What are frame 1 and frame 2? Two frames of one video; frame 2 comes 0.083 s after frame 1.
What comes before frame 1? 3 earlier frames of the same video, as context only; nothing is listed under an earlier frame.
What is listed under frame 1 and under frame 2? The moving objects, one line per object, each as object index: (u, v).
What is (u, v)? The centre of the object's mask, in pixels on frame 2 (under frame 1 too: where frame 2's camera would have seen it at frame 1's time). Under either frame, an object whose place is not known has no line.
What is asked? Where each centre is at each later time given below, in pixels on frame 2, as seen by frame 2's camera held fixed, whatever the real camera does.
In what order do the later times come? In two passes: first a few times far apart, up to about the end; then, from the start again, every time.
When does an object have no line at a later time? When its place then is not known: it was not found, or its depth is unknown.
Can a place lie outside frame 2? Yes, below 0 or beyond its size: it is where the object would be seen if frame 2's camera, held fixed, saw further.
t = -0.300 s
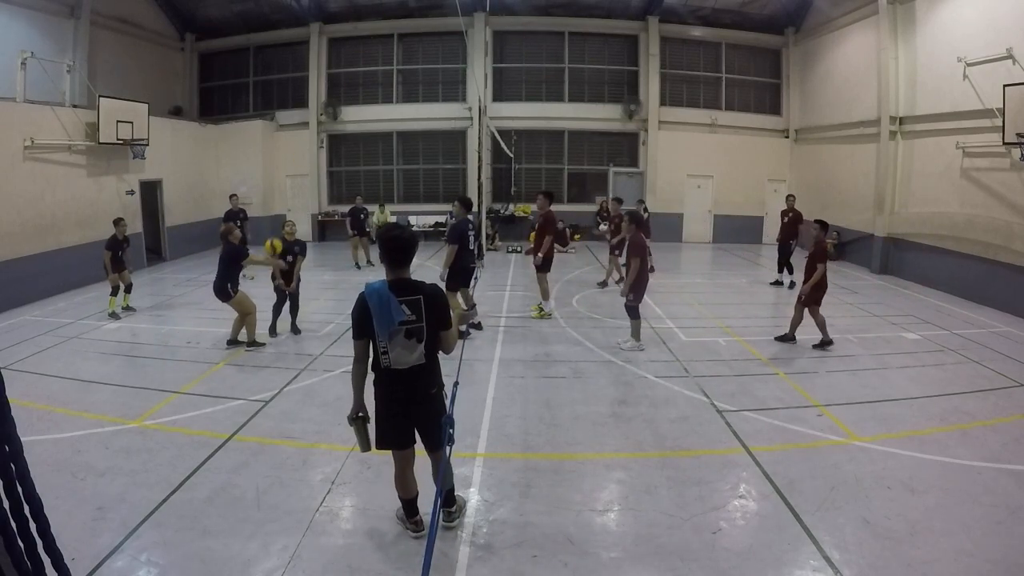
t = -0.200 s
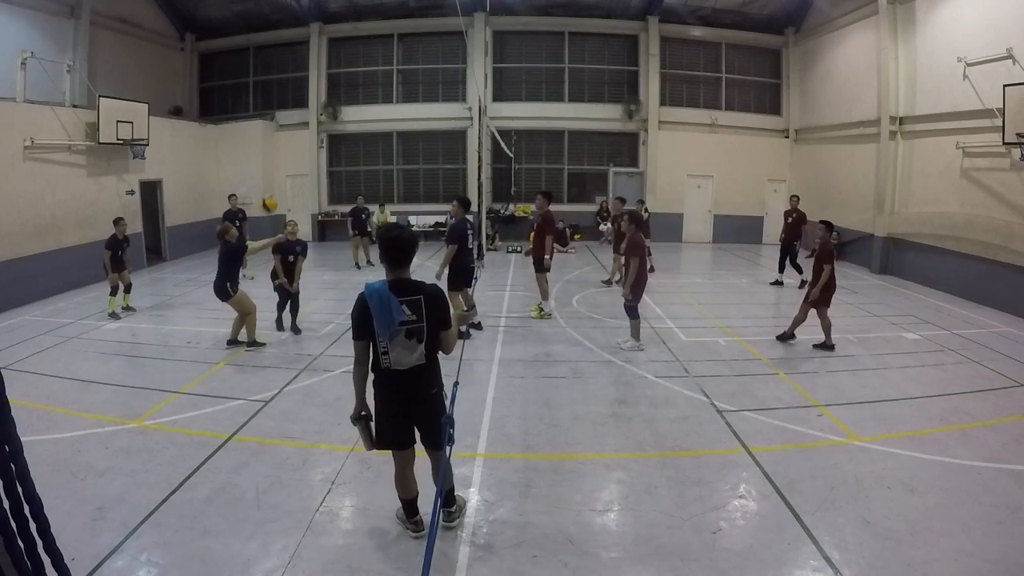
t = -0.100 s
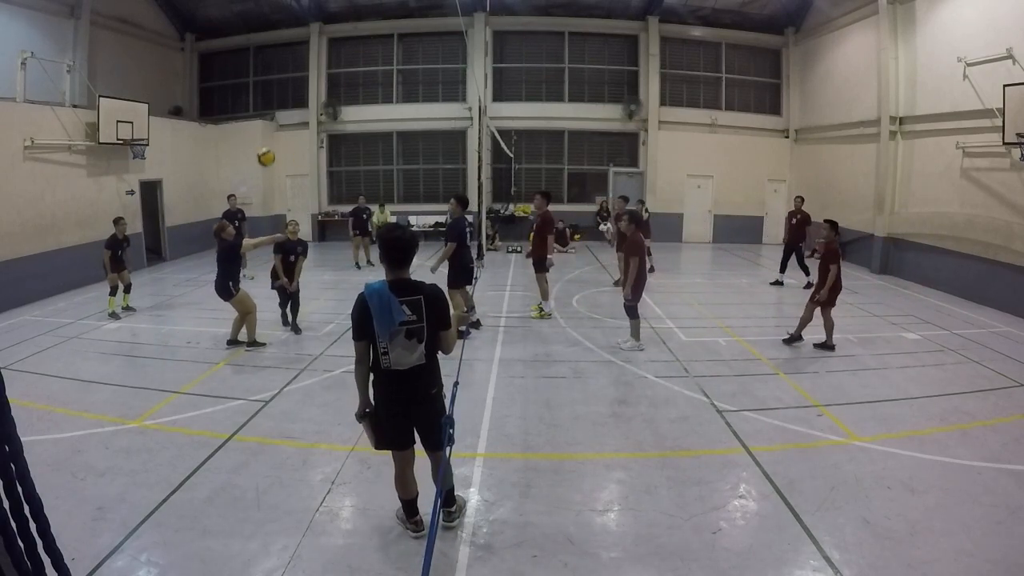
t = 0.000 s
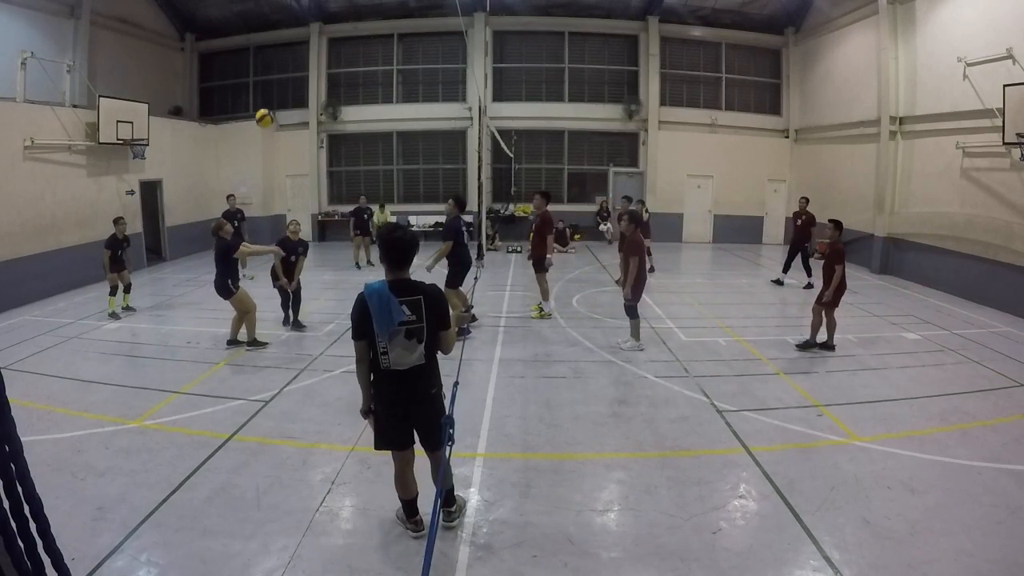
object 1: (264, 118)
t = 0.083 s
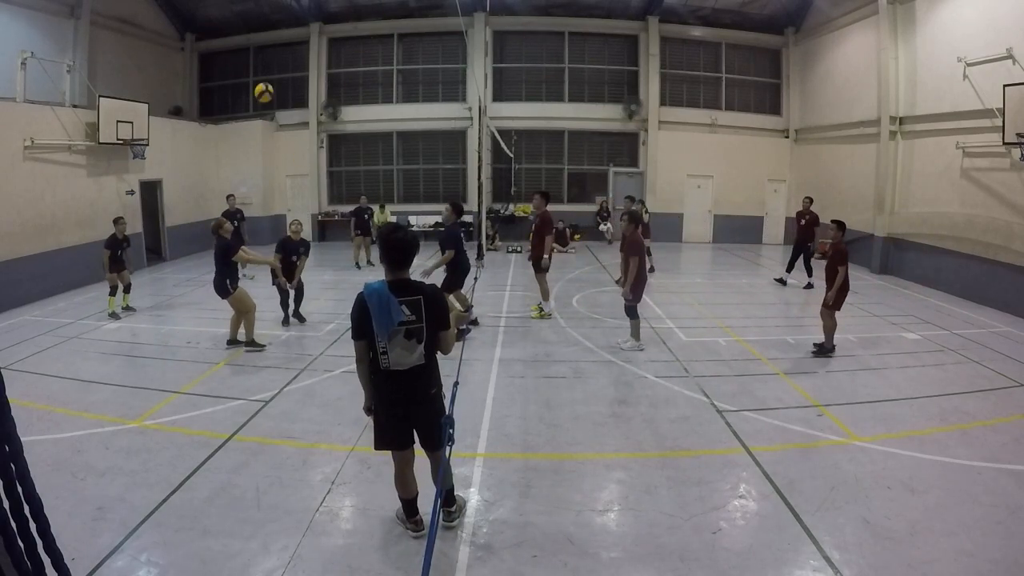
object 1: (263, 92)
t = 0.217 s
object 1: (263, 63)
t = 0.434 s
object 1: (263, 46)
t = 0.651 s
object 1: (261, 71)
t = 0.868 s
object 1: (261, 140)
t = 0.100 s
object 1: (263, 88)
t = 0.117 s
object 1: (263, 84)
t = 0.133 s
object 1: (263, 79)
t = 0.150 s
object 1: (263, 76)
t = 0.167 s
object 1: (263, 72)
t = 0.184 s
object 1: (263, 69)
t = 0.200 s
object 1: (263, 65)
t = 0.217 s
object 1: (263, 63)
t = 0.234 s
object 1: (263, 60)
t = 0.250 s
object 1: (263, 57)
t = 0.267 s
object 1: (263, 55)
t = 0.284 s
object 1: (263, 53)
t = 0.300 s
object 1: (263, 52)
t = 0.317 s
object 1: (263, 50)
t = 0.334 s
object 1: (263, 49)
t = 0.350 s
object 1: (263, 48)
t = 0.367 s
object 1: (263, 47)
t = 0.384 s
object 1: (263, 47)
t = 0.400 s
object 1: (263, 46)
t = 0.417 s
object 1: (263, 46)
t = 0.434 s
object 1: (263, 46)
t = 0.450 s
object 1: (263, 47)
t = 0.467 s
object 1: (262, 47)
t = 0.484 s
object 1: (262, 48)
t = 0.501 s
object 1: (262, 49)
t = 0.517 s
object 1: (262, 51)
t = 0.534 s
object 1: (262, 52)
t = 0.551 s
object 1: (262, 54)
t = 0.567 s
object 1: (262, 56)
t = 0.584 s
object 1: (262, 59)
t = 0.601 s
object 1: (262, 61)
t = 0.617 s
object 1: (262, 64)
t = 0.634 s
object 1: (261, 67)
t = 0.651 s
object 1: (261, 71)
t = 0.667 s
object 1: (261, 74)
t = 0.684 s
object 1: (261, 78)
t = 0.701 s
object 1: (261, 83)
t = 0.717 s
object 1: (261, 87)
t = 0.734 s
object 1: (261, 92)
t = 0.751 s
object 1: (260, 97)
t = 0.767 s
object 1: (260, 102)
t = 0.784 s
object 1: (260, 107)
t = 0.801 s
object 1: (261, 114)
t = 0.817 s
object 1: (261, 120)
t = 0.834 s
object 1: (261, 126)
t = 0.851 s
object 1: (261, 134)
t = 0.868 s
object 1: (261, 140)
